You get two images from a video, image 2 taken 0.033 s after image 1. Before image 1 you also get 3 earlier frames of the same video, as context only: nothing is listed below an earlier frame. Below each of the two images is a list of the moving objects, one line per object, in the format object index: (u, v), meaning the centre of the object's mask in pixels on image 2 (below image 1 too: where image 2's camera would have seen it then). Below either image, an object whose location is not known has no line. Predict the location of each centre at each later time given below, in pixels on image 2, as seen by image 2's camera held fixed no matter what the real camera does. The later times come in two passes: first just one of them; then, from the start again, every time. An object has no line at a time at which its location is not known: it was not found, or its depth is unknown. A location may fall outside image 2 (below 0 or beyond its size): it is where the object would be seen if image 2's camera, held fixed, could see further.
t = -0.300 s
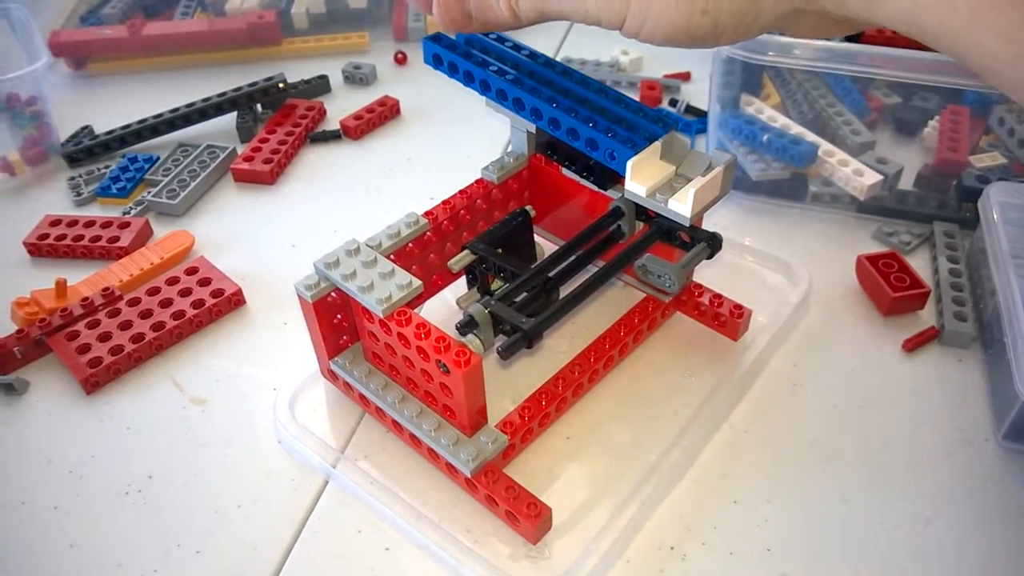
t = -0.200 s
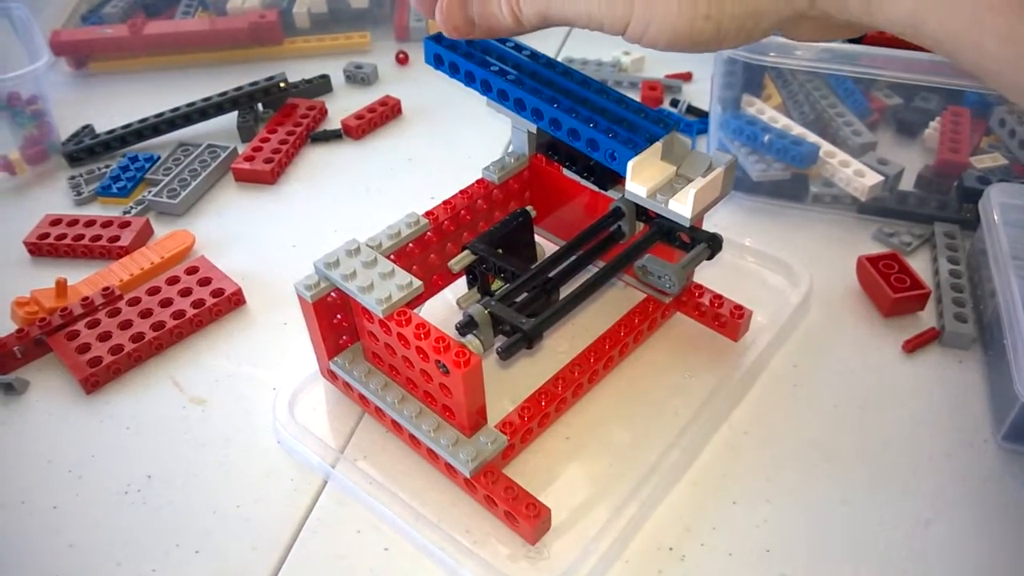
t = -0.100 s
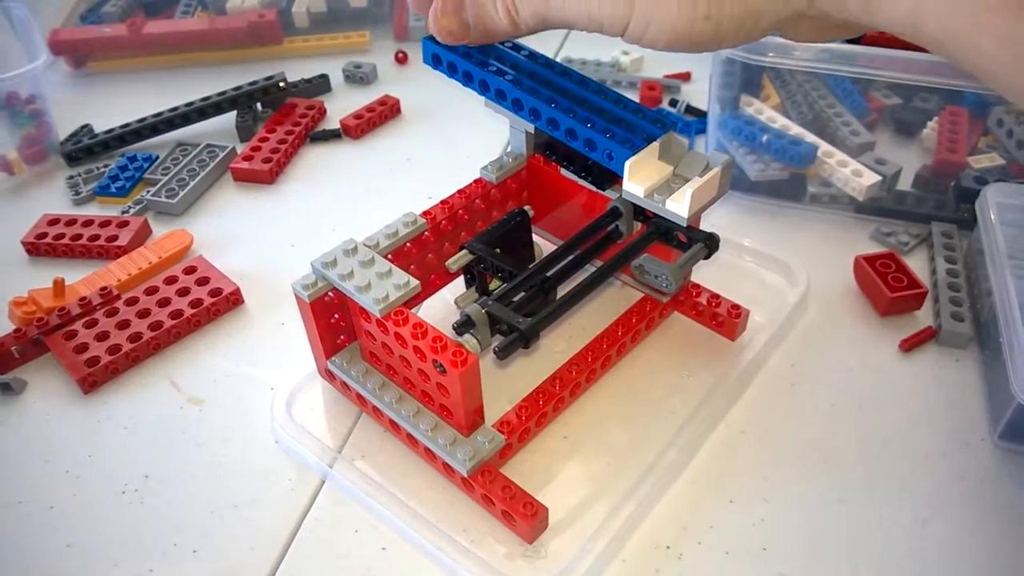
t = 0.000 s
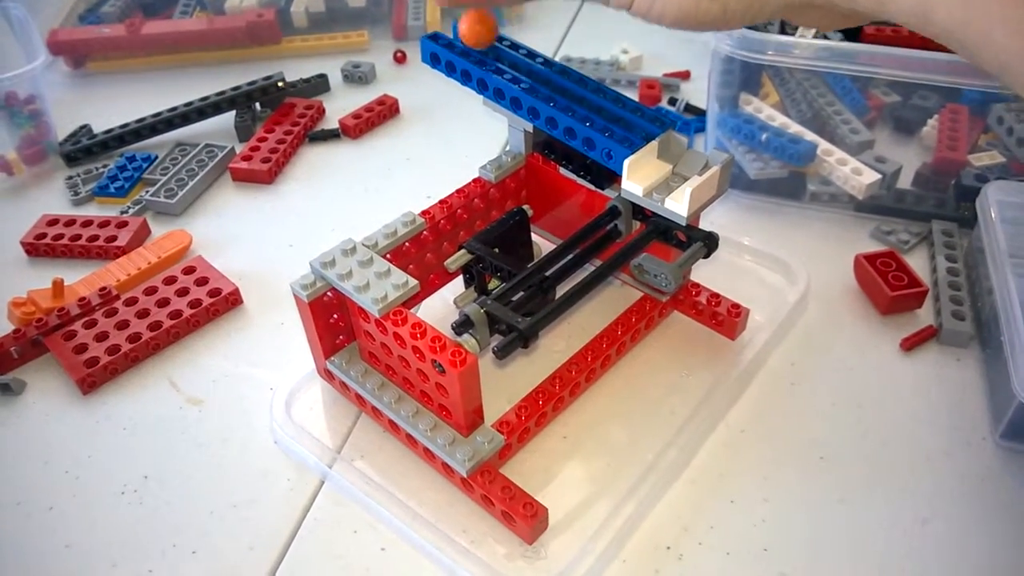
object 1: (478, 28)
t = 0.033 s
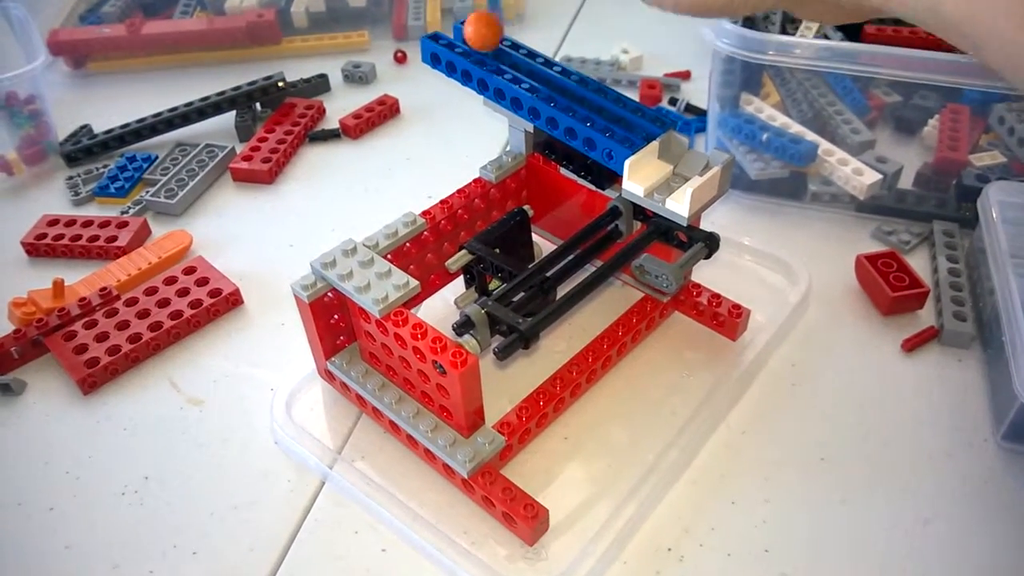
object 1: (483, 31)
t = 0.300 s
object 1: (570, 76)
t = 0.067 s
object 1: (489, 34)
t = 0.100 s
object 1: (496, 38)
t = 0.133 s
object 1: (505, 42)
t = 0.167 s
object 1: (515, 47)
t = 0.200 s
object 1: (527, 53)
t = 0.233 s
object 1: (540, 61)
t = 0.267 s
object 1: (554, 68)
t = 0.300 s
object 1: (570, 76)
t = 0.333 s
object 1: (588, 85)
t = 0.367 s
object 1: (607, 95)
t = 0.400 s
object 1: (628, 106)
